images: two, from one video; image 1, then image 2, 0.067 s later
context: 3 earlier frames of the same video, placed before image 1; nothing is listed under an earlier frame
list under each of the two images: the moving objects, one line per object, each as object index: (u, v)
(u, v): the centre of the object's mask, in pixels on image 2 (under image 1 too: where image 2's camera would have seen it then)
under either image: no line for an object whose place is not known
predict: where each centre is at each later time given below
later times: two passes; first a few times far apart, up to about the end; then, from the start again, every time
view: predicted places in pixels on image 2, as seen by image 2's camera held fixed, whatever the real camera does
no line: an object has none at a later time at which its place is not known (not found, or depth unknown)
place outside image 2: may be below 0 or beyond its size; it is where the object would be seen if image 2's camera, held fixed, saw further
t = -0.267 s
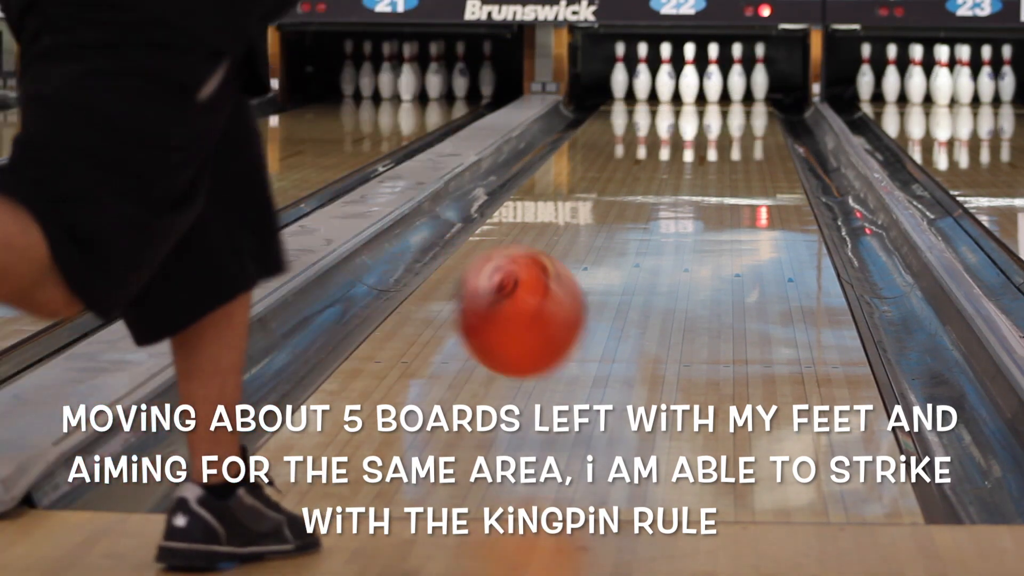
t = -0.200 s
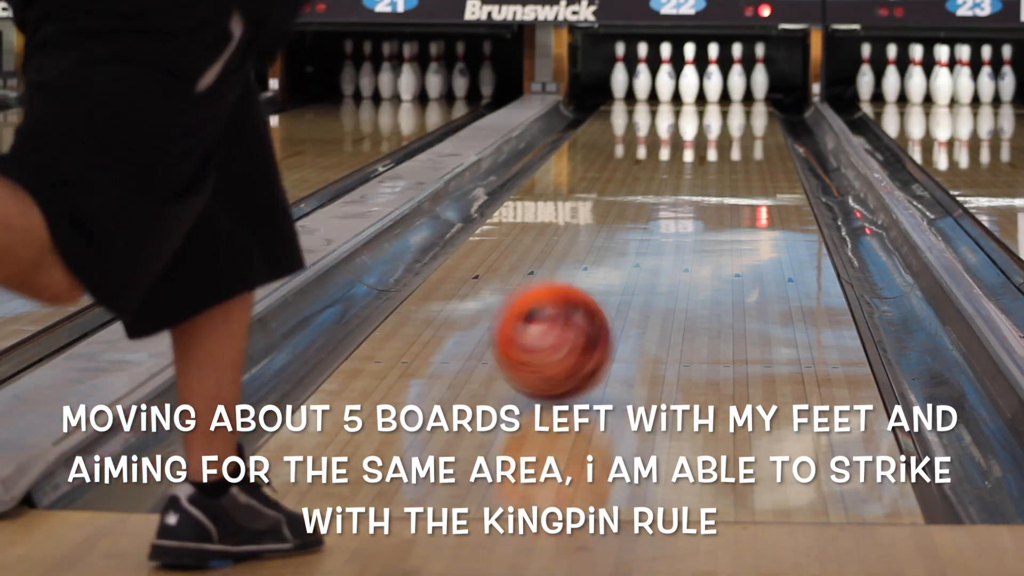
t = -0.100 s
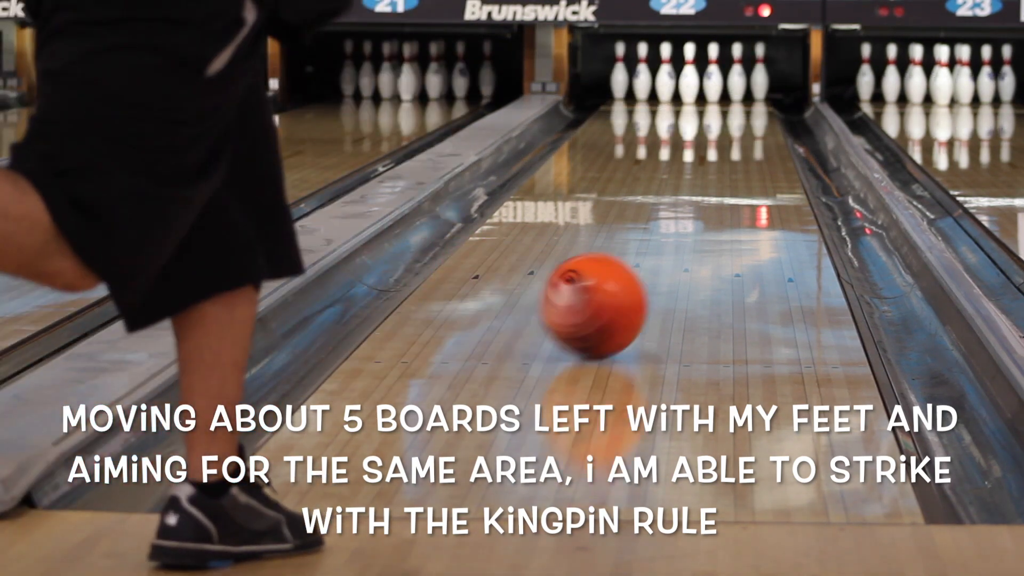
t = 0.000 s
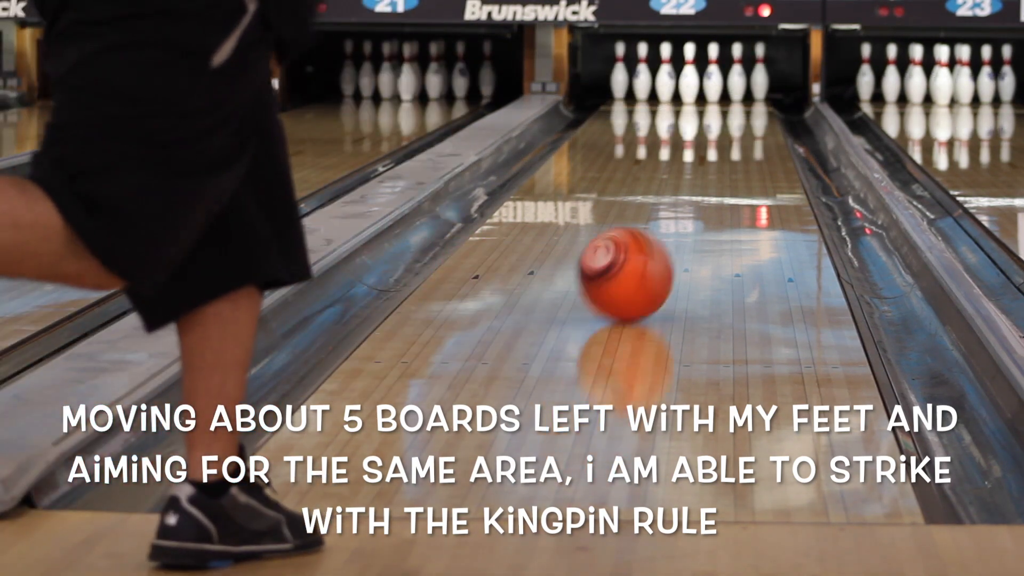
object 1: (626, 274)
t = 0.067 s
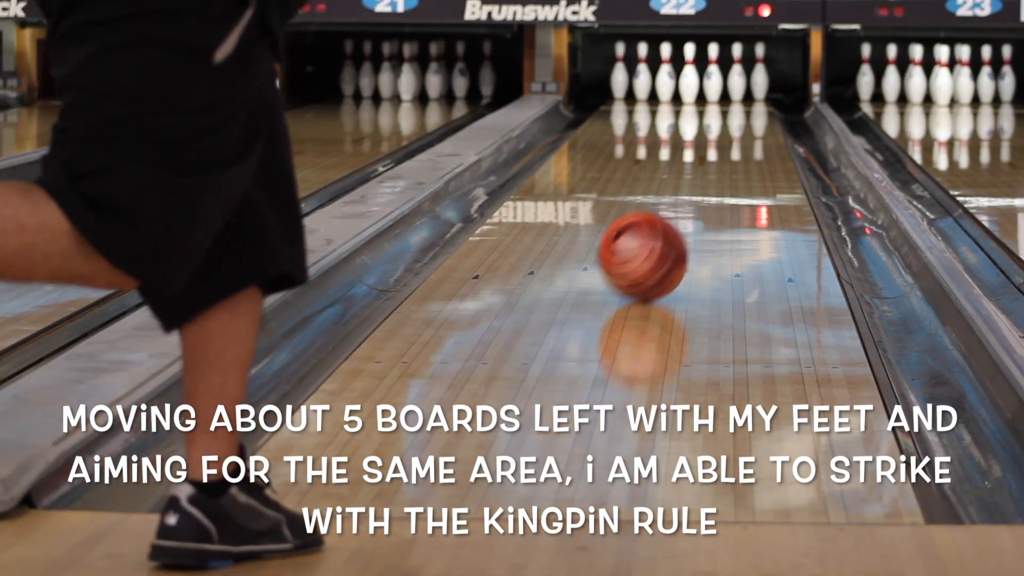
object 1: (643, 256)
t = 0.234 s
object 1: (679, 221)
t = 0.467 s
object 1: (713, 185)
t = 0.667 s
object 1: (733, 162)
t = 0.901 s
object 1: (746, 141)
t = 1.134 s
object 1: (752, 124)
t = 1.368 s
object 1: (751, 111)
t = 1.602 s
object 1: (739, 100)
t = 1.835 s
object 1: (719, 92)
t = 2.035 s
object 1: (706, 86)
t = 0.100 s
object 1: (651, 248)
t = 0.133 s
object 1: (660, 240)
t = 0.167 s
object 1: (667, 233)
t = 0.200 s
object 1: (673, 227)
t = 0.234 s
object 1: (679, 221)
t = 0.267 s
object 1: (685, 215)
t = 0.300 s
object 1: (691, 209)
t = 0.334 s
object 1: (695, 204)
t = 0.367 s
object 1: (701, 198)
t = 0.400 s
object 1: (705, 194)
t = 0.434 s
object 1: (710, 189)
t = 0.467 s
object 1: (713, 185)
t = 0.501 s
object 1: (717, 181)
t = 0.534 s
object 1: (721, 176)
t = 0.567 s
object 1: (724, 172)
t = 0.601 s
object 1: (727, 168)
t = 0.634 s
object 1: (730, 165)
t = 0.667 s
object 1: (733, 162)
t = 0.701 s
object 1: (736, 158)
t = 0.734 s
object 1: (738, 155)
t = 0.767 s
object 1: (740, 152)
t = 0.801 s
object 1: (742, 149)
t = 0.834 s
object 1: (744, 146)
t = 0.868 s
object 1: (745, 144)
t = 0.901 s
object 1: (746, 141)
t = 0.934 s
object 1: (748, 138)
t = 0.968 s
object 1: (750, 135)
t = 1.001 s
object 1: (750, 133)
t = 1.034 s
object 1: (751, 131)
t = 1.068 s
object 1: (752, 128)
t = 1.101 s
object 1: (752, 126)
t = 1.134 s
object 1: (752, 124)
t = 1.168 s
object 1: (752, 122)
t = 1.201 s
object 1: (753, 120)
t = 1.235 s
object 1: (753, 118)
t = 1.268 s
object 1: (752, 116)
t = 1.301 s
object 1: (751, 114)
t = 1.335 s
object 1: (751, 112)
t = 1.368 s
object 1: (751, 111)
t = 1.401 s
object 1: (750, 109)
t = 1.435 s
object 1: (748, 107)
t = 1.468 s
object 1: (747, 106)
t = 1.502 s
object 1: (745, 104)
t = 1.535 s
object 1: (743, 103)
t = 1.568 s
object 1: (741, 102)
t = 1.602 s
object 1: (739, 100)
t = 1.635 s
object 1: (737, 99)
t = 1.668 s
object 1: (735, 97)
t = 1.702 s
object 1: (732, 96)
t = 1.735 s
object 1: (730, 95)
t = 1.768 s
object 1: (727, 94)
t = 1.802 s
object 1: (722, 93)
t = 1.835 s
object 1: (719, 92)
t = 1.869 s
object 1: (716, 90)
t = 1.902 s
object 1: (713, 89)
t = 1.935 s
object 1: (709, 88)
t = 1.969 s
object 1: (706, 87)
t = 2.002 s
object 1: (707, 86)
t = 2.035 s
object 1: (706, 86)
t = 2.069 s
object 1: (707, 85)
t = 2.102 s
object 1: (707, 85)
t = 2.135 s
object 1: (708, 85)
